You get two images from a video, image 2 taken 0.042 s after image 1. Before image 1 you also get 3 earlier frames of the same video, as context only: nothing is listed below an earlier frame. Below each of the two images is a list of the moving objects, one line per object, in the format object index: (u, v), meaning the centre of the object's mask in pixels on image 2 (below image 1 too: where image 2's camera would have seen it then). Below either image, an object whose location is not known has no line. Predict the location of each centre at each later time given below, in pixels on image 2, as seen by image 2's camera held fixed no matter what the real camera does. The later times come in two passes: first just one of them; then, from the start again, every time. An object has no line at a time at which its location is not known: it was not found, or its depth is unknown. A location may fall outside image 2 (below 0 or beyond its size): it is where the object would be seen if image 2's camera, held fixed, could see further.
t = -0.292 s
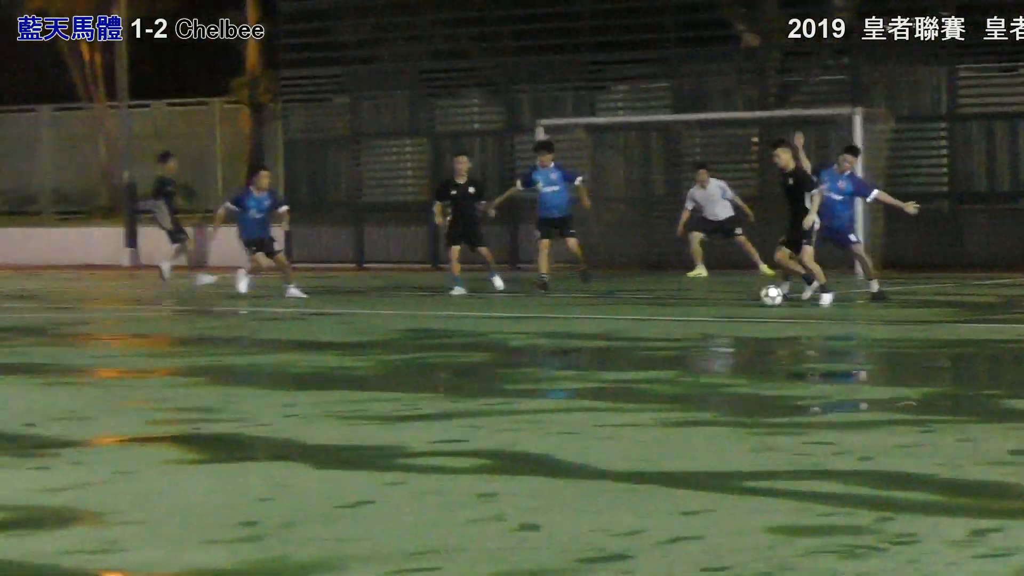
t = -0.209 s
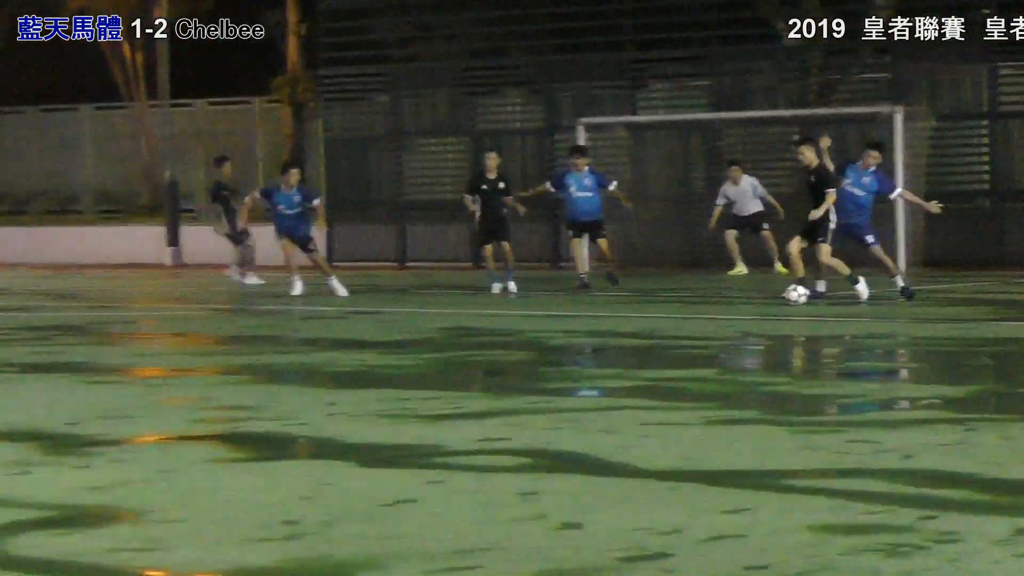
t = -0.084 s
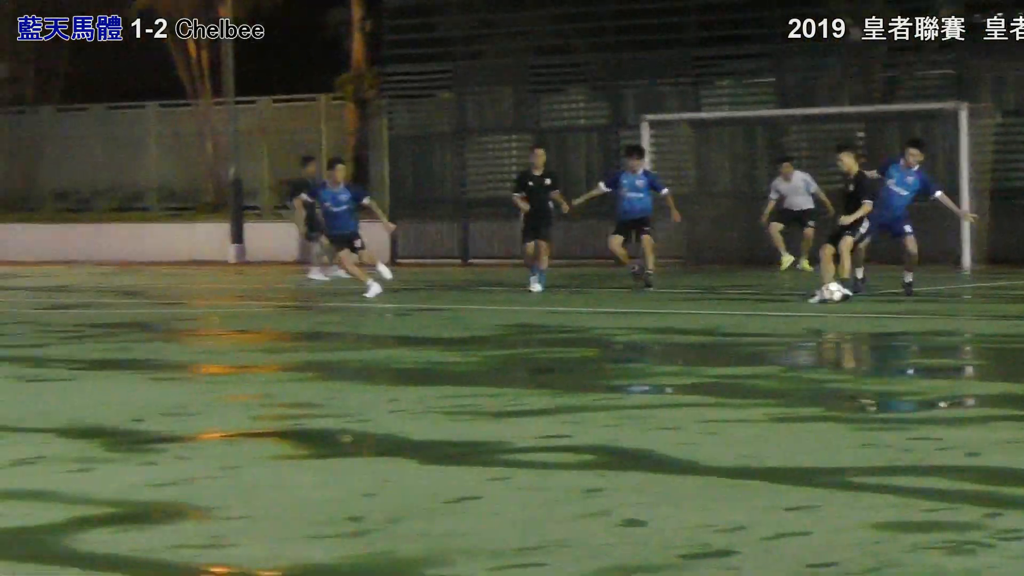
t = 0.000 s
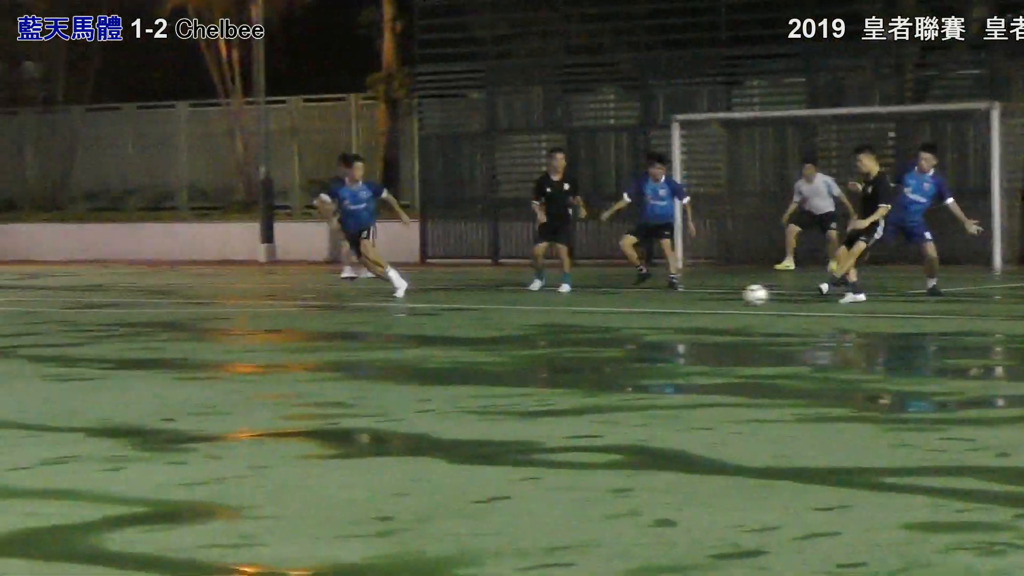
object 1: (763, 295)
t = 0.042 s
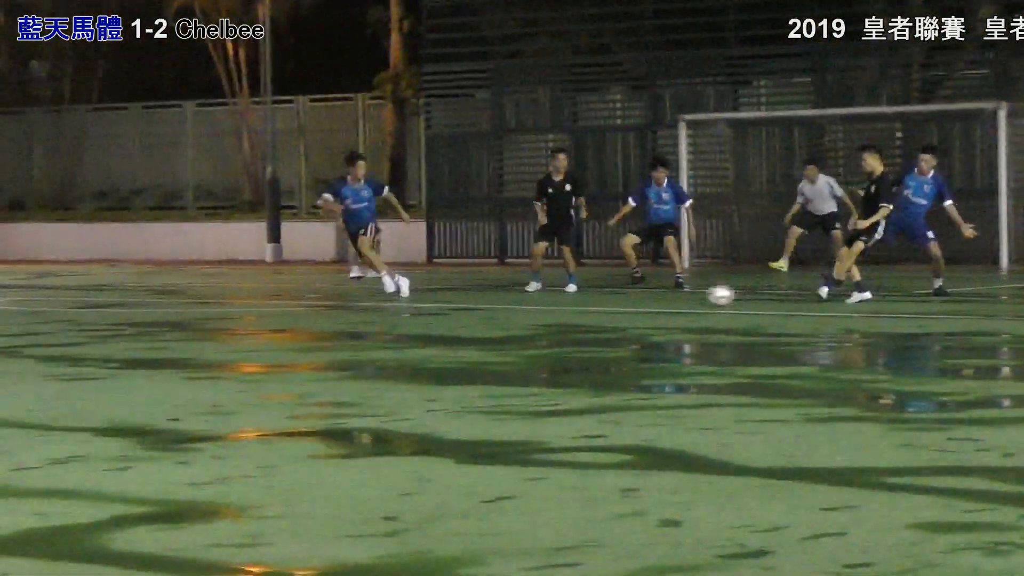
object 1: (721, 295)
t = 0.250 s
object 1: (472, 299)
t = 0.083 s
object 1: (659, 297)
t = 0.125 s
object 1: (621, 297)
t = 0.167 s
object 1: (563, 298)
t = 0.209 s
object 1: (525, 299)
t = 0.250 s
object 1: (472, 299)
